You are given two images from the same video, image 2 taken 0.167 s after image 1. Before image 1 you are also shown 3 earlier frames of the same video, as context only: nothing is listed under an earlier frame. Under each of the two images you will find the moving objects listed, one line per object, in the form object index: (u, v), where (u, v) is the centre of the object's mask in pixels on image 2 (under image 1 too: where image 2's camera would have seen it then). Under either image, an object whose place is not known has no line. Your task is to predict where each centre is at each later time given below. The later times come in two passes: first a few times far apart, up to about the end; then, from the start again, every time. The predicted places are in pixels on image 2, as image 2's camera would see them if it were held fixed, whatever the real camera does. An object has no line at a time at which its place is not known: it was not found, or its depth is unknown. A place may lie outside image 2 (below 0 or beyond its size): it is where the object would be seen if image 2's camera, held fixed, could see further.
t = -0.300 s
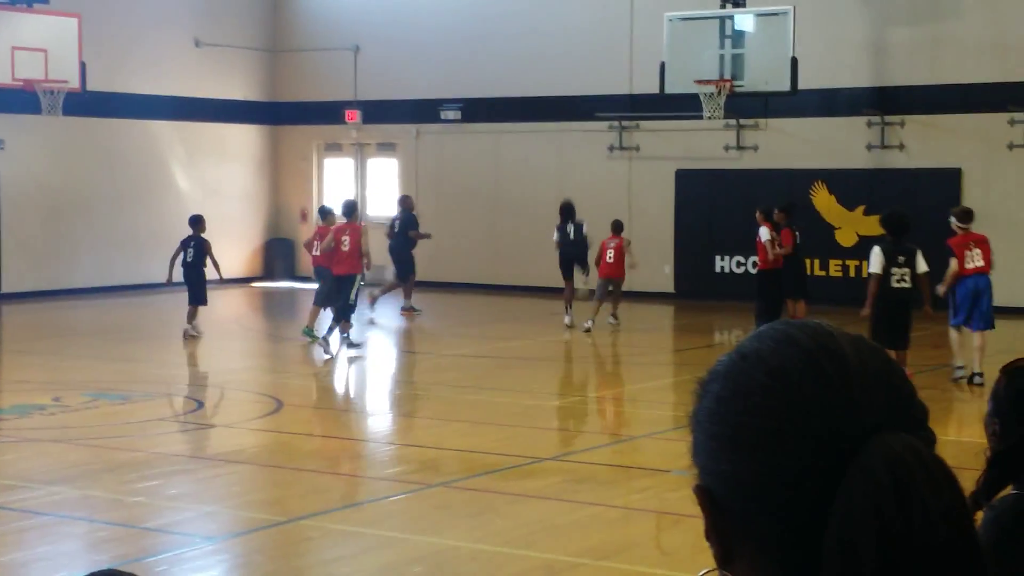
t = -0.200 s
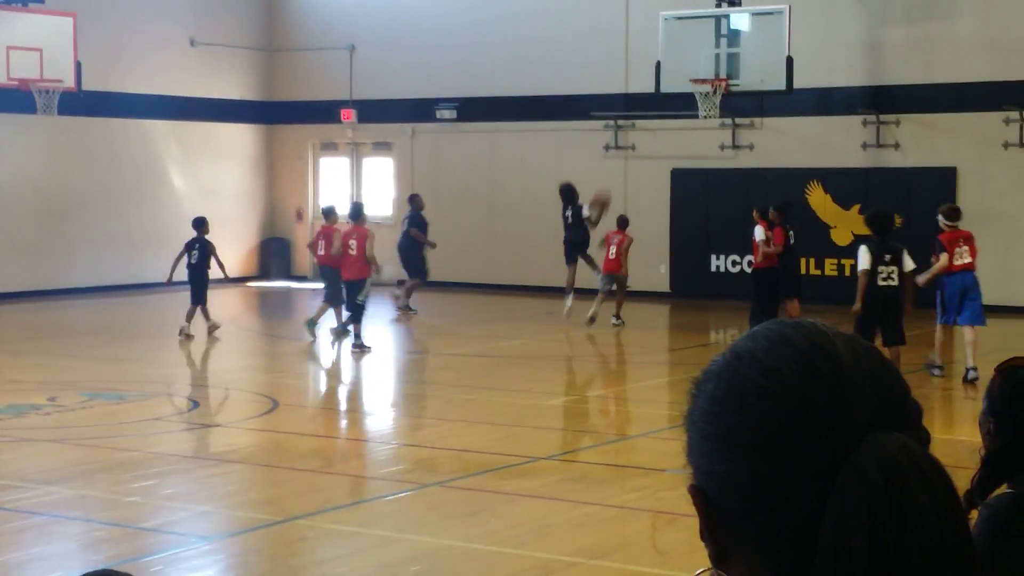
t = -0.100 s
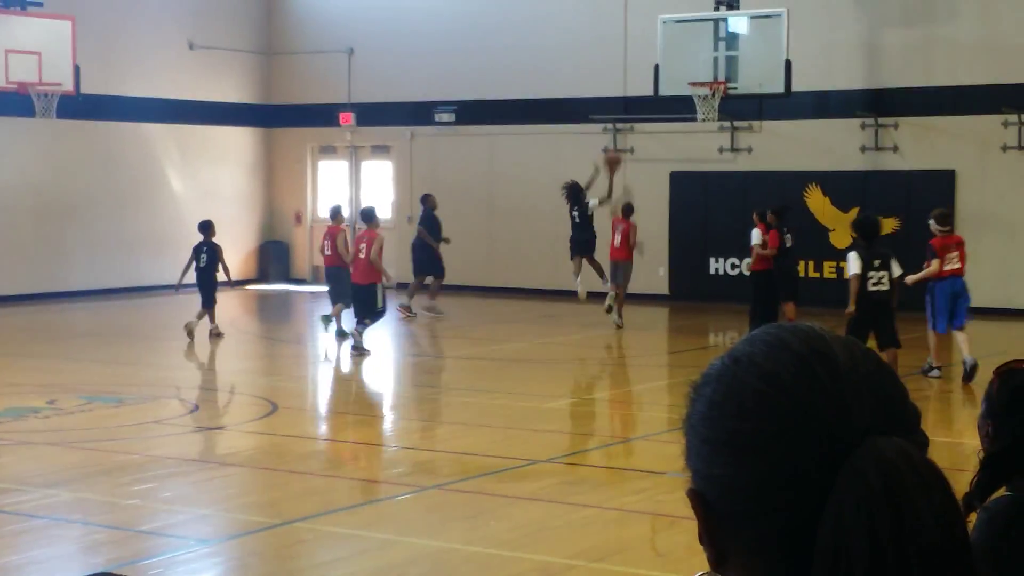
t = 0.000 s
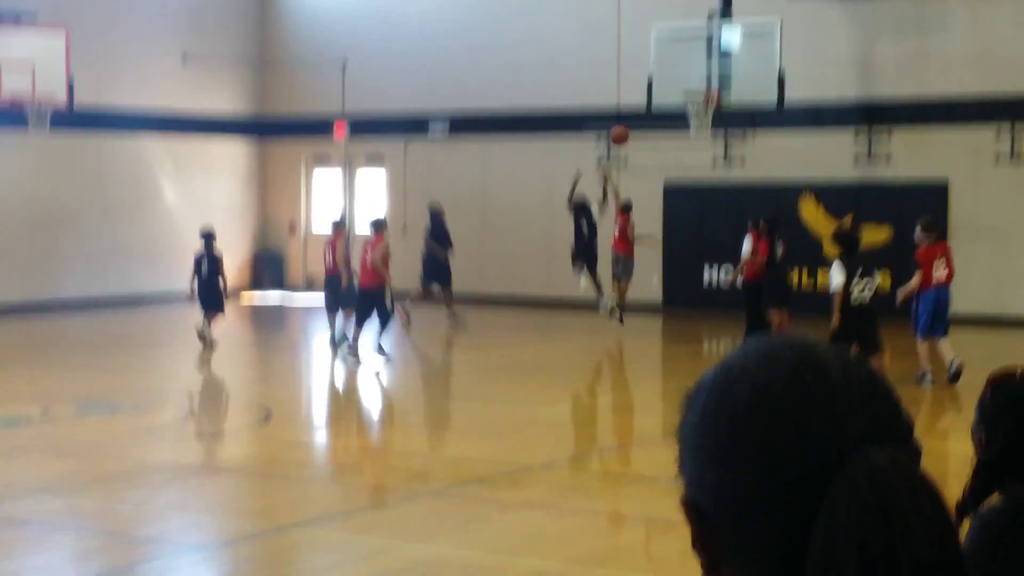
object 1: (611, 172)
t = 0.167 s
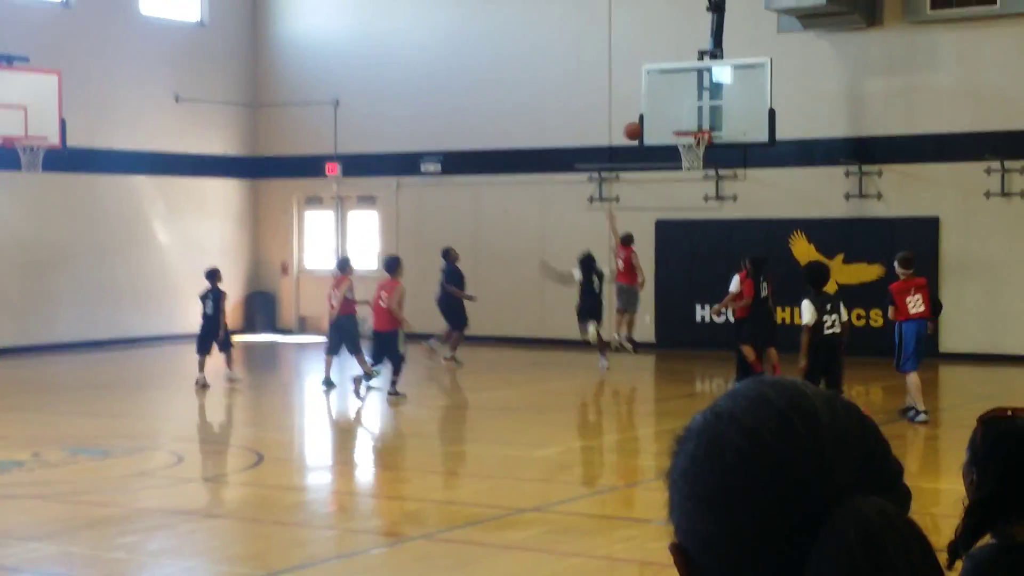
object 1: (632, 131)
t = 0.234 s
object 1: (641, 120)
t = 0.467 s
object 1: (669, 111)
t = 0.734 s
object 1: (680, 121)
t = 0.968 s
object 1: (665, 129)
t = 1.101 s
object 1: (657, 146)
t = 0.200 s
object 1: (637, 125)
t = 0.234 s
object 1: (641, 120)
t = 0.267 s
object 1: (645, 117)
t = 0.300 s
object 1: (649, 114)
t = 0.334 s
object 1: (653, 112)
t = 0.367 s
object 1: (658, 110)
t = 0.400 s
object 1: (662, 110)
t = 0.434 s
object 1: (666, 110)
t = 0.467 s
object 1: (669, 111)
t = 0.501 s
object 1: (673, 113)
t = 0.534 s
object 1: (677, 116)
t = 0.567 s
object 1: (681, 120)
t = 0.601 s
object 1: (685, 124)
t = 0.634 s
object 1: (687, 123)
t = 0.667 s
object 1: (686, 122)
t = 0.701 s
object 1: (683, 121)
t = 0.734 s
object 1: (680, 121)
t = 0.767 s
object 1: (678, 122)
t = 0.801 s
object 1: (675, 123)
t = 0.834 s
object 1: (673, 123)
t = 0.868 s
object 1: (671, 123)
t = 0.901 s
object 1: (669, 124)
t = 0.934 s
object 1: (667, 126)
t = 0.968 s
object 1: (665, 129)
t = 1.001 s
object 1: (663, 132)
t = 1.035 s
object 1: (662, 135)
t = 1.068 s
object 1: (660, 140)
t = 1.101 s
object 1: (657, 146)
